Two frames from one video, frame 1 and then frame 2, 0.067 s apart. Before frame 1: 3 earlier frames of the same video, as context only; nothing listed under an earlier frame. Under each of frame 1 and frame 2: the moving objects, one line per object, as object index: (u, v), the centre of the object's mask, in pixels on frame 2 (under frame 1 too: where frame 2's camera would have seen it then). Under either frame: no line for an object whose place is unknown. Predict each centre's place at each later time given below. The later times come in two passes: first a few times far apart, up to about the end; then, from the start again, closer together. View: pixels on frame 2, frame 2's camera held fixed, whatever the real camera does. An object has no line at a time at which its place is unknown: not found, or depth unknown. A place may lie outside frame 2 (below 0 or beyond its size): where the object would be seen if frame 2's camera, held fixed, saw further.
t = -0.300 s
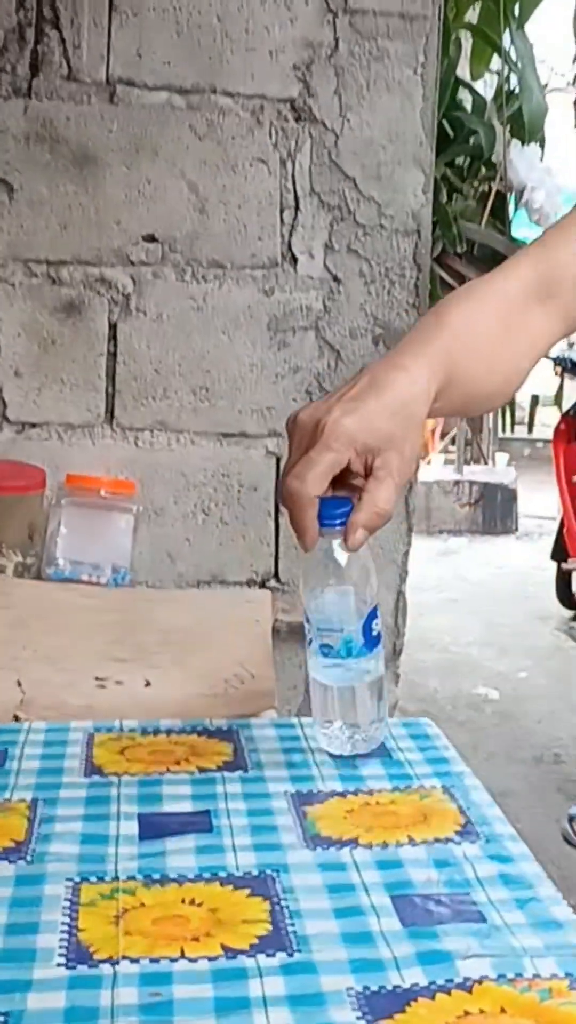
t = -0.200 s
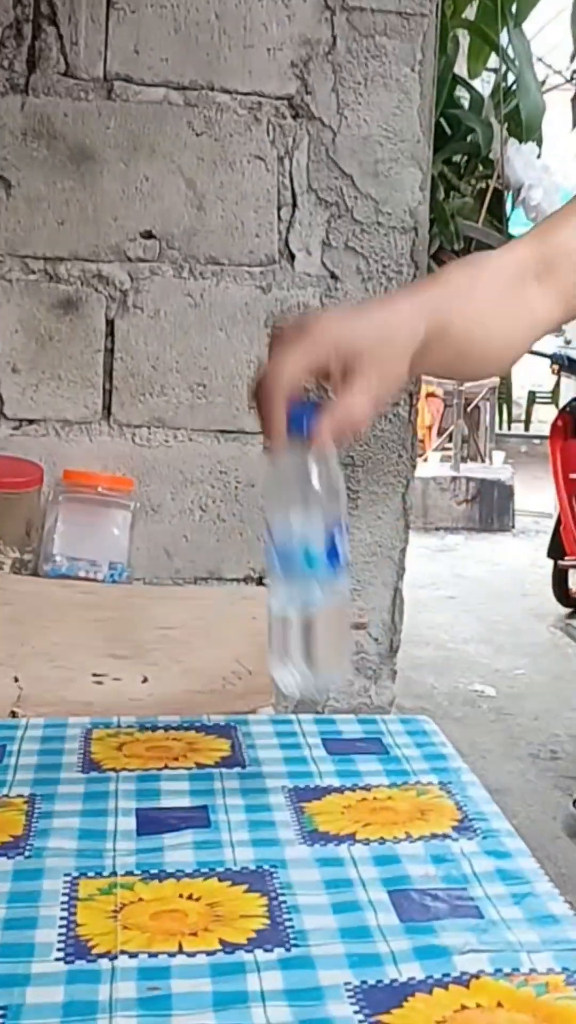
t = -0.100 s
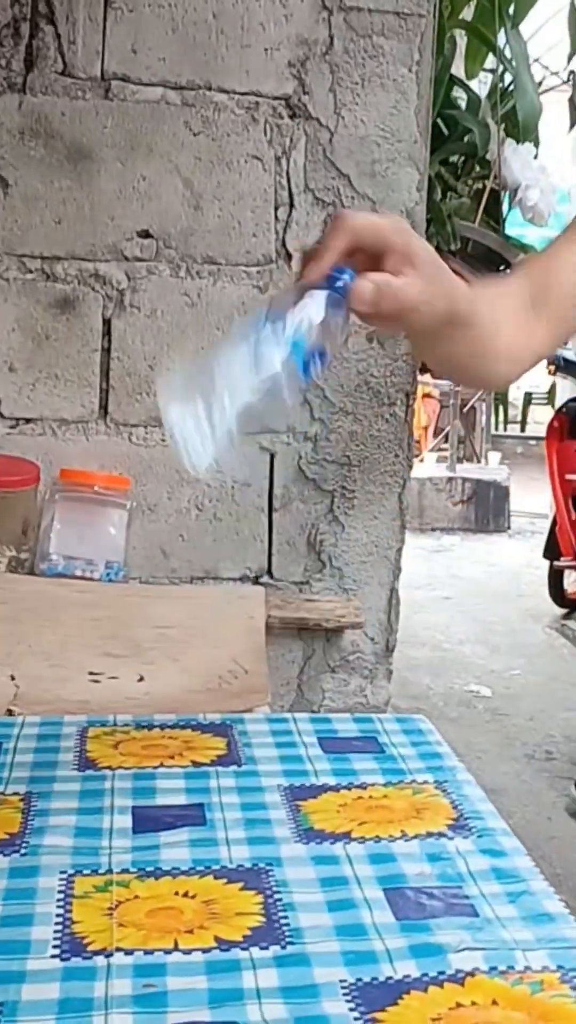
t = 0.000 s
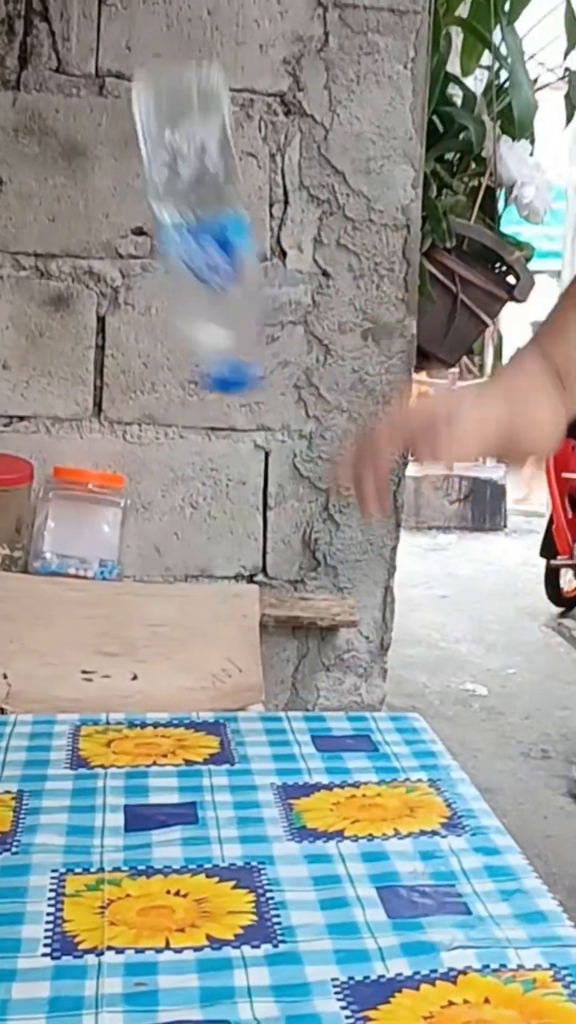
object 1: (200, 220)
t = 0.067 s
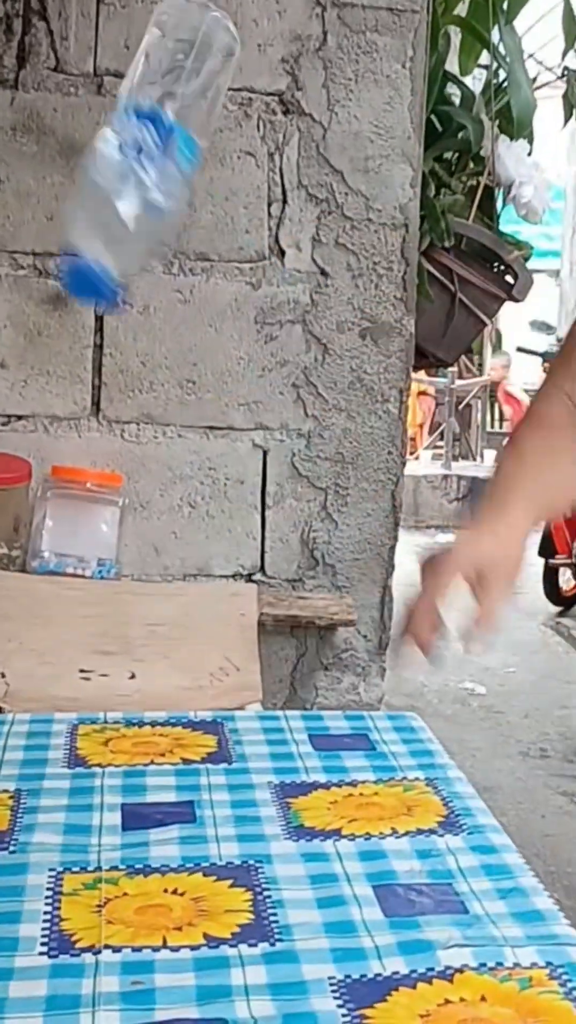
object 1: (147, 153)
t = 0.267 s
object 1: (93, 388)
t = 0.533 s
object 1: (62, 772)
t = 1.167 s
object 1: (64, 772)
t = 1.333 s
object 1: (61, 773)
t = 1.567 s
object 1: (55, 774)
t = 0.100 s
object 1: (125, 136)
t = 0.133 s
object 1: (120, 137)
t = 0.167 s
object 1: (119, 168)
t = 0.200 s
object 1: (111, 222)
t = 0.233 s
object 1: (104, 297)
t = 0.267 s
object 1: (93, 388)
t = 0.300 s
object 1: (83, 497)
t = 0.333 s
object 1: (74, 618)
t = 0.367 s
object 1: (67, 707)
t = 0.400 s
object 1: (70, 736)
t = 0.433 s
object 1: (71, 757)
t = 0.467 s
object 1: (68, 772)
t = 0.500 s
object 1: (62, 771)
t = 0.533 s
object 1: (62, 772)
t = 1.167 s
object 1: (64, 772)
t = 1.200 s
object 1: (62, 772)
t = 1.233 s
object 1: (60, 772)
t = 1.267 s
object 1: (60, 773)
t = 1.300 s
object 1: (60, 772)
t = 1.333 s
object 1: (61, 773)
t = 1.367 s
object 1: (60, 772)
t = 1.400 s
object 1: (60, 773)
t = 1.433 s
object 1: (59, 773)
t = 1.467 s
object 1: (58, 773)
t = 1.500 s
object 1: (57, 774)
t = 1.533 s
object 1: (56, 774)
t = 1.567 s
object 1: (55, 774)
